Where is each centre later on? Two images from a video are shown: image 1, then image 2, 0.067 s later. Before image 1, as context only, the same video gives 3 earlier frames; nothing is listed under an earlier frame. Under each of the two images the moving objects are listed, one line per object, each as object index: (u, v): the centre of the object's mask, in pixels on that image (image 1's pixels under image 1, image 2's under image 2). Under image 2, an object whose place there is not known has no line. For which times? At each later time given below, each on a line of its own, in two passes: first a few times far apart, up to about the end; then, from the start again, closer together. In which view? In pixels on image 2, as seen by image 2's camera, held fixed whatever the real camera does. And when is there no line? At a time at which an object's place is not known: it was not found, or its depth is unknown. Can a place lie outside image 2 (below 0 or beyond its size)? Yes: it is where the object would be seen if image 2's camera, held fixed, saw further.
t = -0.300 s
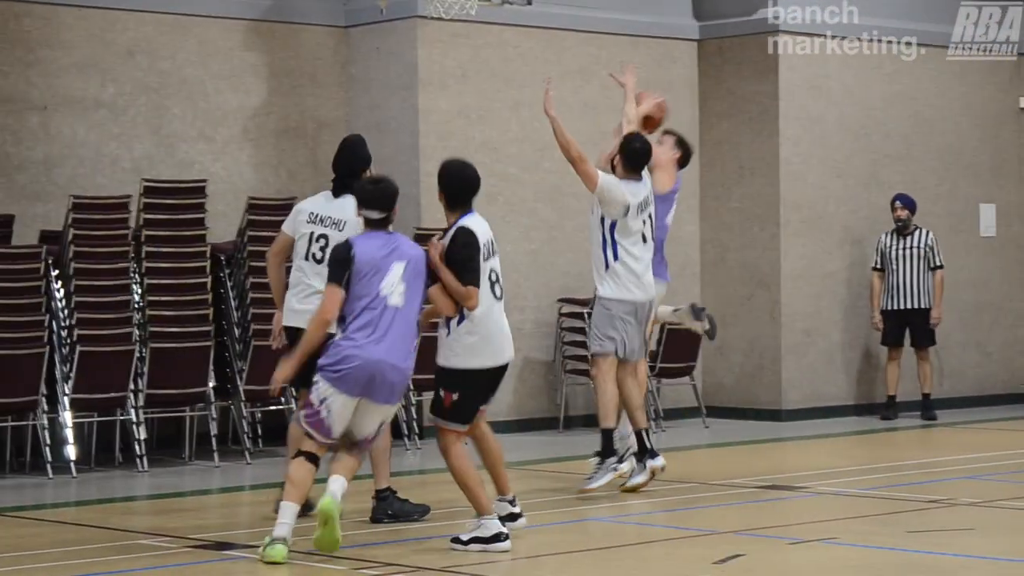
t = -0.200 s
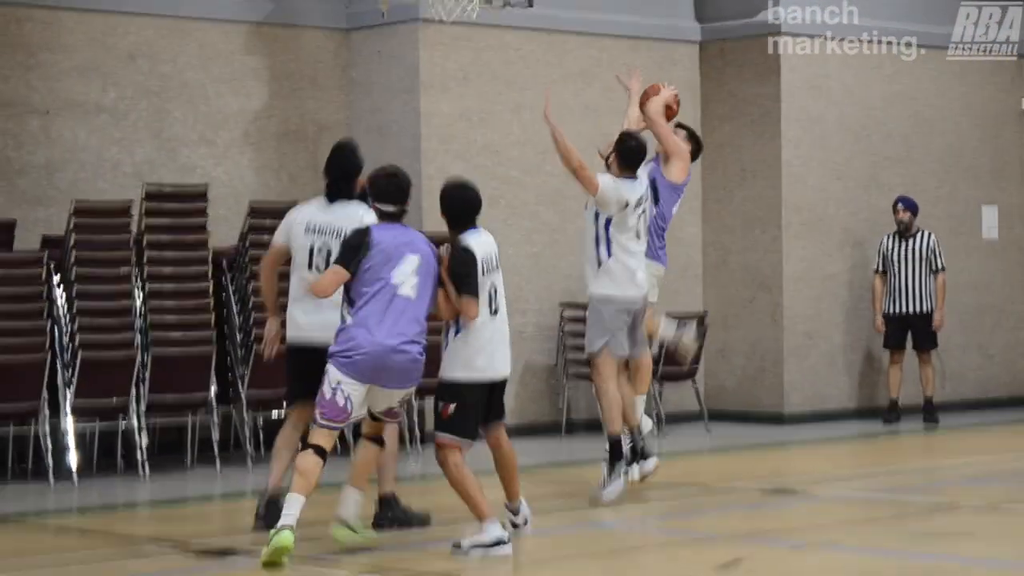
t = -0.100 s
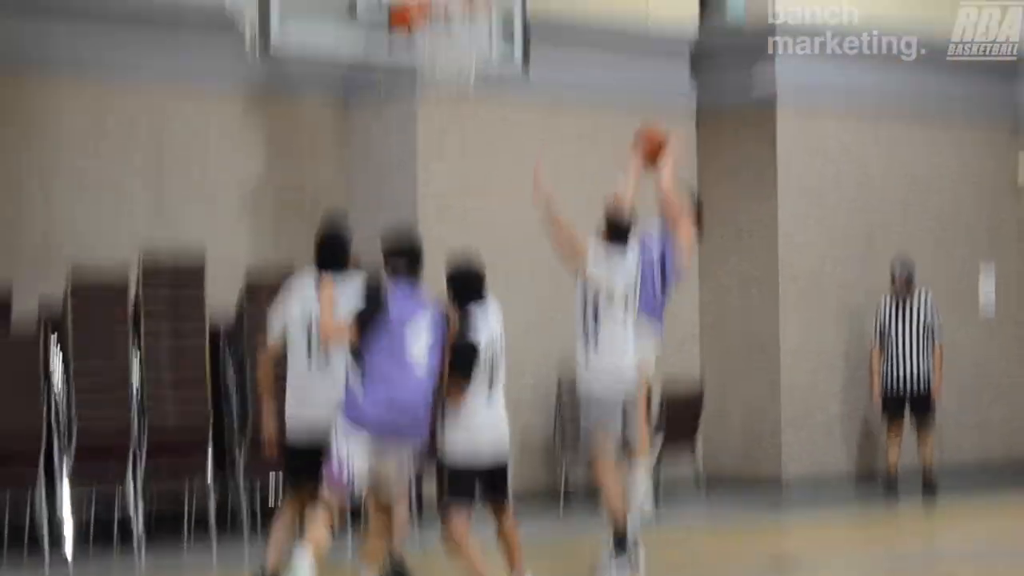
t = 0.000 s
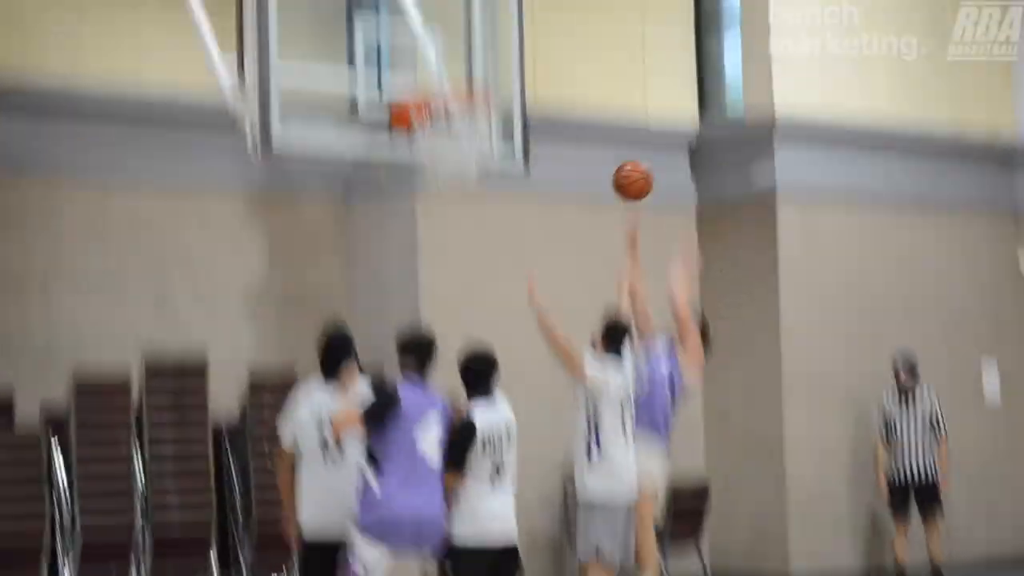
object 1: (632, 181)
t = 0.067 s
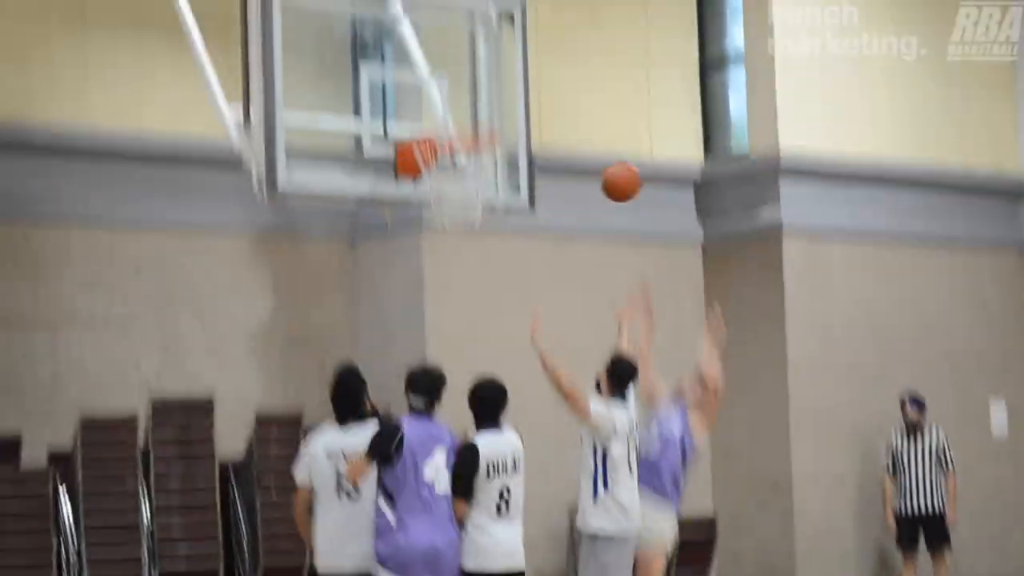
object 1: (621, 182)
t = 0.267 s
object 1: (568, 107)
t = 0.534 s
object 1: (499, 111)
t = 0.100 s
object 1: (612, 167)
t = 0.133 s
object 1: (603, 151)
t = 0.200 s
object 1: (584, 126)
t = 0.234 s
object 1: (576, 117)
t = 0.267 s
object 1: (568, 107)
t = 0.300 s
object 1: (559, 101)
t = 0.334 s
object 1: (551, 97)
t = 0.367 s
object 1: (542, 95)
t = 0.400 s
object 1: (533, 94)
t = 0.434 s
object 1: (525, 95)
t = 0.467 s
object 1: (516, 98)
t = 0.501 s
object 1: (508, 104)
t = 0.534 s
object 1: (499, 111)
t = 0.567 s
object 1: (490, 118)
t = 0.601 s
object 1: (484, 115)
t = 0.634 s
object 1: (478, 113)
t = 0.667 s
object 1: (472, 112)
